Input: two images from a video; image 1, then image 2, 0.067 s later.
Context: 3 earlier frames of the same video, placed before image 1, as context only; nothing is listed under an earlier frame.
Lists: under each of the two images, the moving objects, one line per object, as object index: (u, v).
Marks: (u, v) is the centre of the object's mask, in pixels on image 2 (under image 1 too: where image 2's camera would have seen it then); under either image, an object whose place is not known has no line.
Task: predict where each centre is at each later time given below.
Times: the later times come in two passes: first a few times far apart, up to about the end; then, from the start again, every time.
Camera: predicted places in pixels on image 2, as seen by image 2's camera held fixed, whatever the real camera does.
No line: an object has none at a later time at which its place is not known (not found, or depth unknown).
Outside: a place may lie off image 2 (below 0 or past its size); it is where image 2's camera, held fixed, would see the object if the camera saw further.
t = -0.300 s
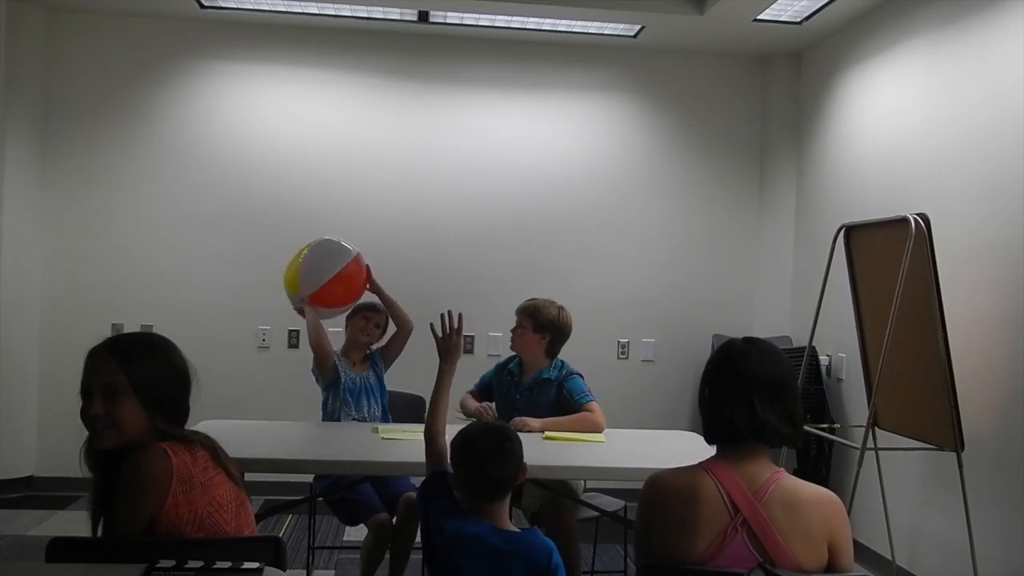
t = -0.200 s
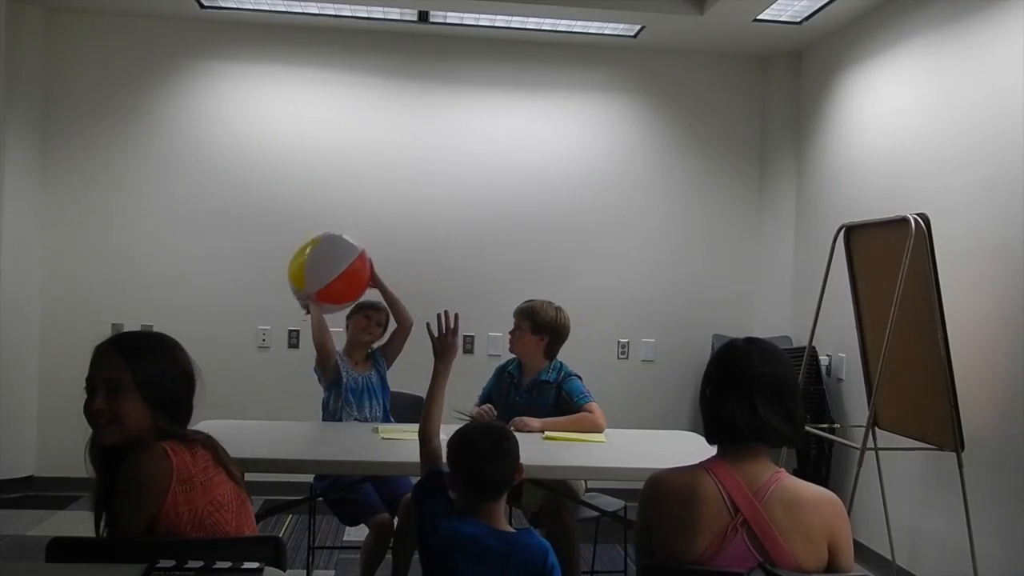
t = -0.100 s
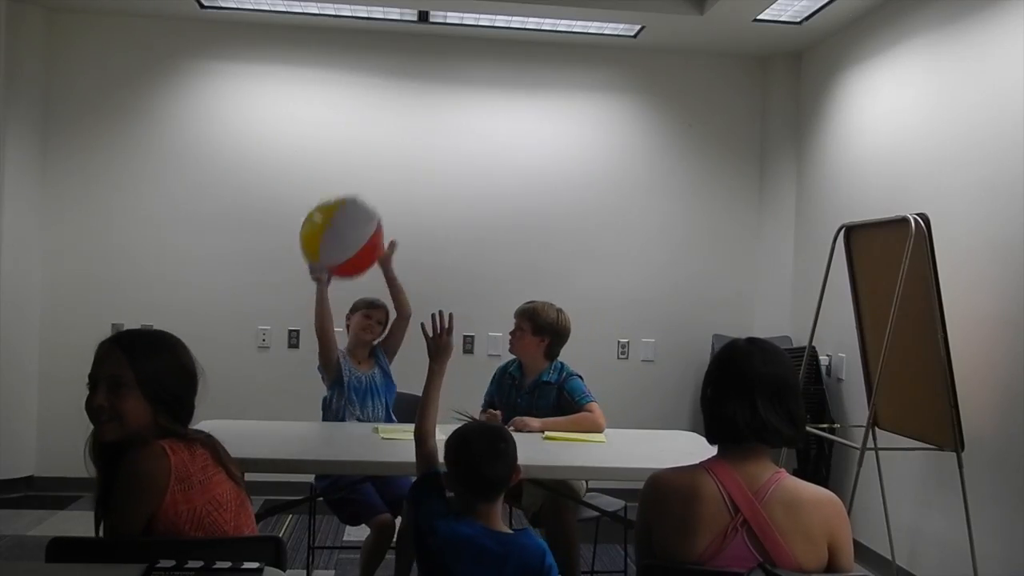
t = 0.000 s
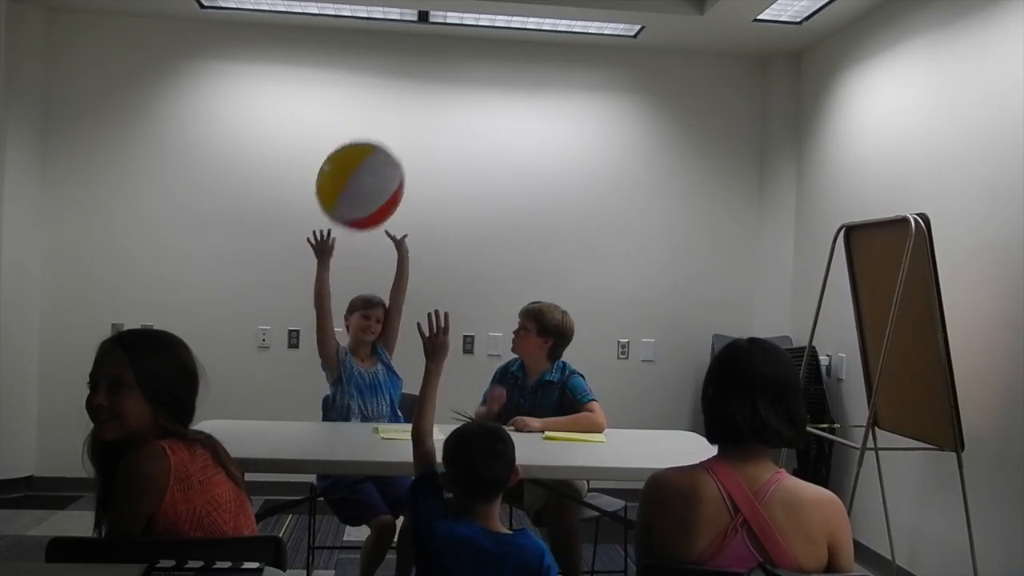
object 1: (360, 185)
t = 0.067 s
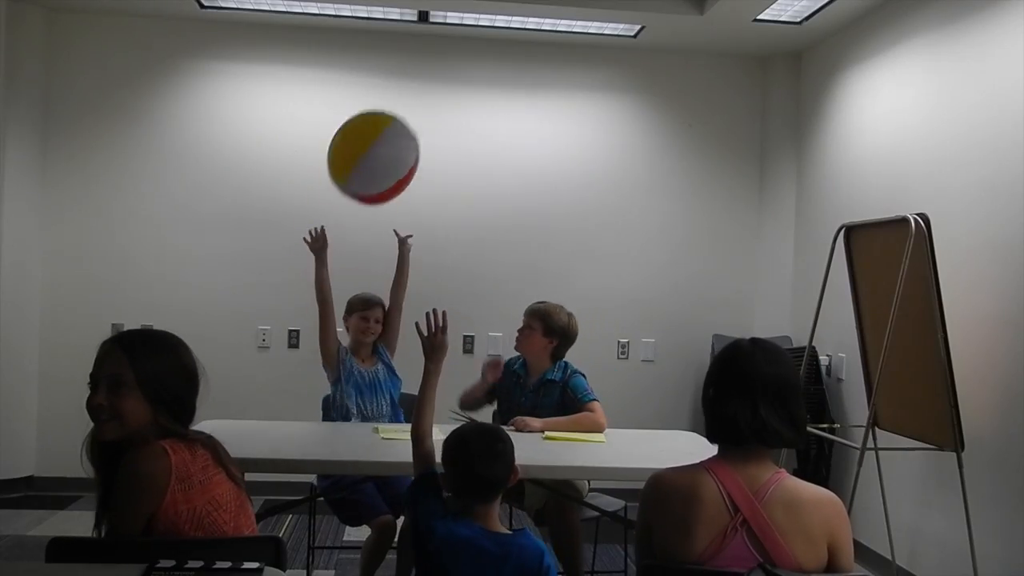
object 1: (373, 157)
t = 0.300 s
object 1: (423, 129)
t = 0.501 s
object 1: (465, 220)
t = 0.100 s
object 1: (380, 146)
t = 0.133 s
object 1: (387, 137)
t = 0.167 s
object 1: (394, 130)
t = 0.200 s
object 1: (401, 126)
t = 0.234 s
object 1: (408, 124)
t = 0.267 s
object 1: (416, 125)
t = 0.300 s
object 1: (423, 129)
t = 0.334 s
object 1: (430, 135)
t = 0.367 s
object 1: (437, 145)
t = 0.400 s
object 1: (444, 159)
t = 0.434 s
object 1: (451, 176)
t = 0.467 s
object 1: (458, 196)
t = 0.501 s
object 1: (465, 220)
